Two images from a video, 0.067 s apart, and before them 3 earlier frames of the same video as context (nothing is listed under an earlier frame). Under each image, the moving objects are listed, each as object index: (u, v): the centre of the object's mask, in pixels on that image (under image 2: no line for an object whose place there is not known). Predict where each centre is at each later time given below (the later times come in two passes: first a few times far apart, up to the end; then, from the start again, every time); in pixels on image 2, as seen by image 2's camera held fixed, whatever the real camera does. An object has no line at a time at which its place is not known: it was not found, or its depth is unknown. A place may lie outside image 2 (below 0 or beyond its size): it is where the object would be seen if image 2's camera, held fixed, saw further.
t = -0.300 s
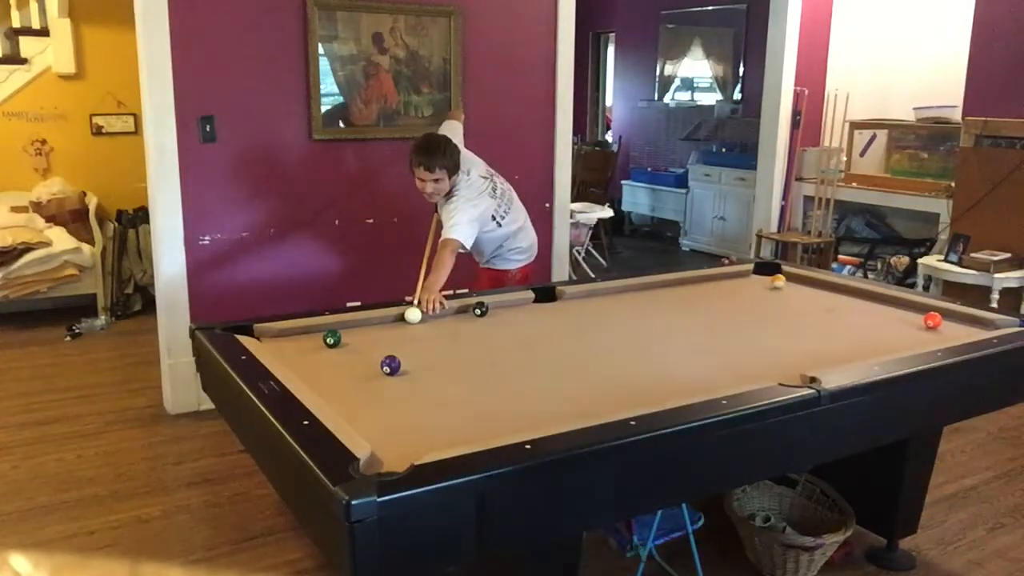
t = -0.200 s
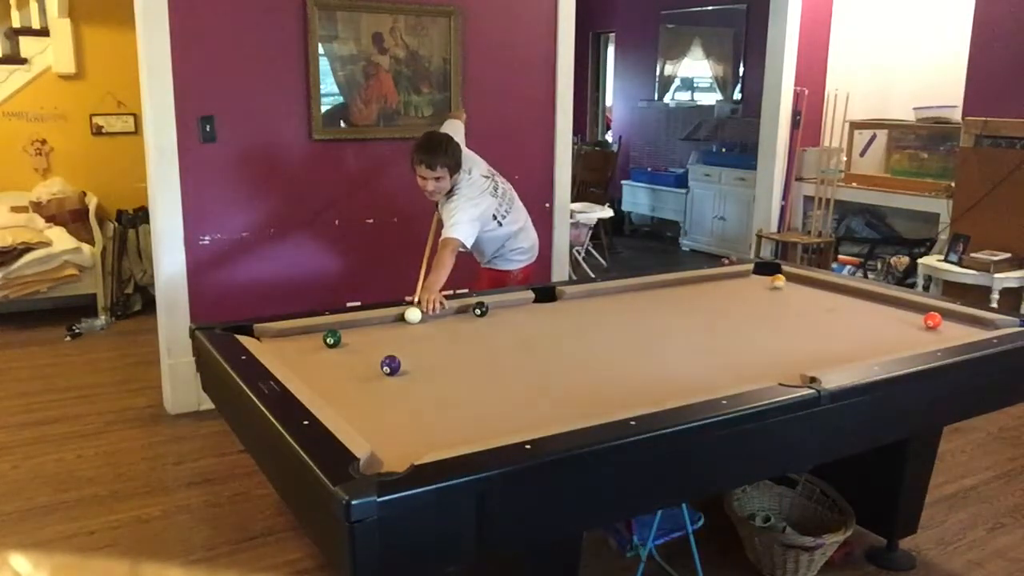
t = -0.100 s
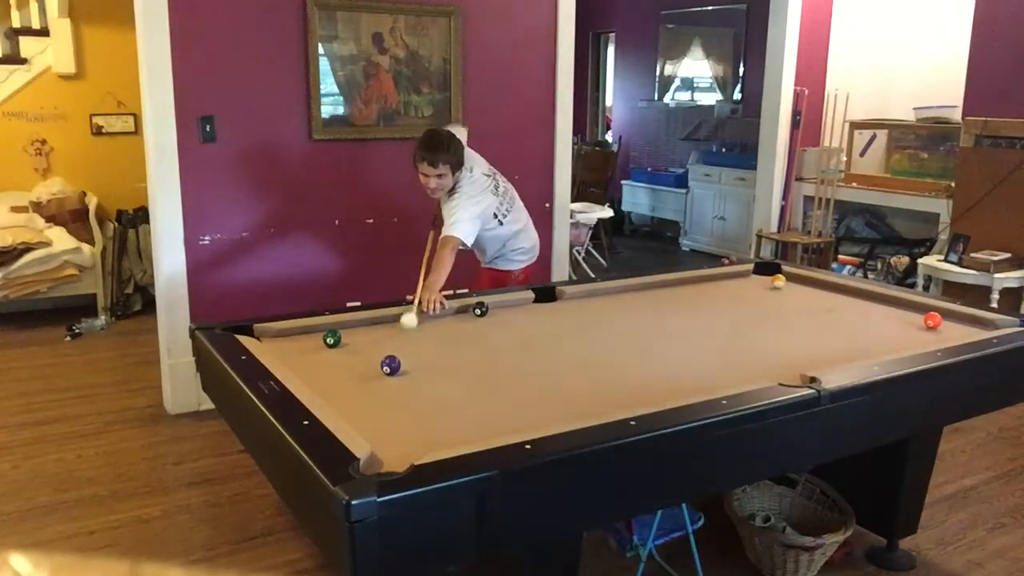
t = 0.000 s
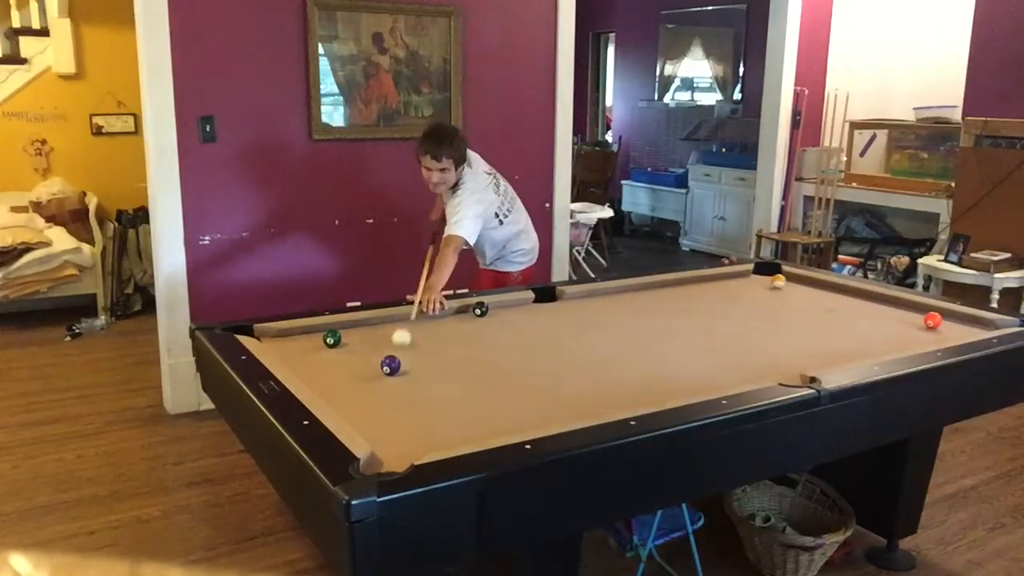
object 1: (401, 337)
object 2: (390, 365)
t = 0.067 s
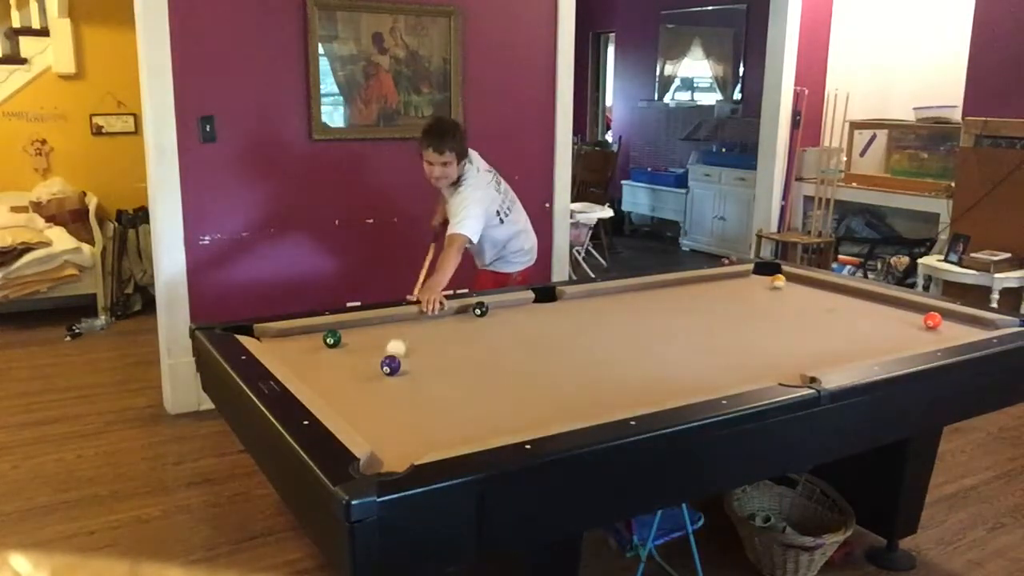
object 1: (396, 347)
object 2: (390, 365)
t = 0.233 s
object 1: (384, 362)
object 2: (387, 384)
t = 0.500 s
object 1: (364, 376)
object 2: (379, 428)
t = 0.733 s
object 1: (345, 389)
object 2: (412, 454)
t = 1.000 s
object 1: (339, 399)
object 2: (386, 451)
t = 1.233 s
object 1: (360, 401)
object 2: (401, 448)
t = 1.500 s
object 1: (379, 404)
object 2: (413, 445)
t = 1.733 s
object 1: (394, 406)
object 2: (418, 444)
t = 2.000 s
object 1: (407, 408)
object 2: (417, 443)
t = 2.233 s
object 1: (416, 409)
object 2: (417, 444)
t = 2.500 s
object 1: (422, 410)
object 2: (415, 444)
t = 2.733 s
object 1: (425, 410)
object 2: (414, 445)
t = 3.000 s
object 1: (425, 410)
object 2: (413, 445)
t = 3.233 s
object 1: (425, 410)
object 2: (413, 445)
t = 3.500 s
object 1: (425, 410)
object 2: (413, 445)
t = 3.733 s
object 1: (425, 410)
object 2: (413, 445)
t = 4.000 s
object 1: (425, 410)
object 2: (413, 445)
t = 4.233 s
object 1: (425, 410)
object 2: (413, 445)
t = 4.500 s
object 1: (425, 410)
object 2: (413, 445)
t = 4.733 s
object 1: (425, 409)
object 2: (413, 445)
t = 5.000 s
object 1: (425, 409)
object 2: (413, 445)
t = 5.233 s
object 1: (425, 410)
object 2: (413, 445)
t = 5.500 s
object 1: (425, 409)
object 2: (413, 445)
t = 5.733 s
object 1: (425, 409)
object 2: (413, 445)
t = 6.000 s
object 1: (425, 409)
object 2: (413, 445)
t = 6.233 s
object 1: (424, 410)
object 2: (413, 445)
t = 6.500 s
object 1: (424, 410)
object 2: (413, 445)
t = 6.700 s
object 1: (424, 409)
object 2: (413, 445)
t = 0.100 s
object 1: (394, 351)
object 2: (390, 365)
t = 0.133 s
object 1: (390, 355)
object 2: (390, 367)
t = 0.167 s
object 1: (388, 358)
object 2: (389, 373)
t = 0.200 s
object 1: (386, 360)
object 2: (388, 378)
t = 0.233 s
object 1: (384, 362)
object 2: (387, 384)
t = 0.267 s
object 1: (381, 364)
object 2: (387, 389)
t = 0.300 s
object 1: (379, 366)
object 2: (385, 394)
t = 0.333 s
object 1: (377, 367)
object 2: (384, 400)
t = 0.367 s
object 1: (374, 369)
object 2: (383, 405)
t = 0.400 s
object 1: (372, 371)
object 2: (382, 411)
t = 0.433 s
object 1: (369, 373)
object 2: (382, 417)
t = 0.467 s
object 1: (367, 375)
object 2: (381, 423)
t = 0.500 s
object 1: (364, 376)
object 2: (379, 428)
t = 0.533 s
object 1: (361, 378)
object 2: (378, 434)
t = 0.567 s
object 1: (359, 380)
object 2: (378, 441)
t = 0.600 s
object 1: (356, 382)
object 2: (383, 445)
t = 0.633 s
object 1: (353, 383)
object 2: (392, 448)
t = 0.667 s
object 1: (351, 385)
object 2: (400, 451)
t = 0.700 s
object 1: (348, 387)
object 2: (407, 454)
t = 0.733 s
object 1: (345, 389)
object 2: (412, 454)
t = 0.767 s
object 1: (342, 391)
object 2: (410, 455)
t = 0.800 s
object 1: (340, 393)
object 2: (406, 455)
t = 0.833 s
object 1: (337, 394)
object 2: (402, 456)
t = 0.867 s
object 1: (334, 396)
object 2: (397, 454)
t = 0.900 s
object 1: (332, 397)
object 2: (394, 453)
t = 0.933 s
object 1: (333, 398)
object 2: (389, 453)
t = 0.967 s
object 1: (336, 398)
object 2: (385, 452)
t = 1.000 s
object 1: (339, 399)
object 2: (386, 451)
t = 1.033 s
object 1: (342, 399)
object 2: (389, 451)
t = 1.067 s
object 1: (345, 400)
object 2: (391, 450)
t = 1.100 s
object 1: (348, 400)
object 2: (393, 450)
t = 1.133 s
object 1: (351, 400)
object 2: (395, 449)
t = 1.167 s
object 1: (354, 401)
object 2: (397, 449)
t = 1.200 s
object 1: (357, 401)
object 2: (399, 448)
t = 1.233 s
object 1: (360, 401)
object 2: (401, 448)
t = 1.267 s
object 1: (362, 402)
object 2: (402, 447)
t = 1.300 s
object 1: (365, 402)
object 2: (404, 446)
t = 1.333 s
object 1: (367, 402)
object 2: (406, 446)
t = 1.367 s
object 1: (370, 402)
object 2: (407, 446)
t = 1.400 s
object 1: (373, 403)
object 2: (409, 445)
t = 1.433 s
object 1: (375, 403)
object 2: (410, 445)
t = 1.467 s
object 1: (377, 403)
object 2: (411, 445)
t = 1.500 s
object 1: (379, 404)
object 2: (413, 445)
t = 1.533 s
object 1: (381, 404)
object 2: (414, 445)
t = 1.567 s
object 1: (384, 404)
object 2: (415, 445)
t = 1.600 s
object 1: (386, 405)
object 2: (416, 444)
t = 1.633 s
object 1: (388, 405)
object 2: (416, 444)
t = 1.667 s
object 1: (390, 405)
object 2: (417, 444)
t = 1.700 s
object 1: (392, 406)
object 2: (418, 444)
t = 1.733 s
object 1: (394, 406)
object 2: (418, 444)
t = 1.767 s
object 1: (395, 406)
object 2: (418, 443)
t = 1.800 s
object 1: (397, 406)
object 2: (418, 443)
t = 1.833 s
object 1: (398, 406)
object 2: (418, 443)
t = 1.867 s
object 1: (400, 407)
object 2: (418, 443)
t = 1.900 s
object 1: (402, 407)
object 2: (418, 443)
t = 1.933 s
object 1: (403, 408)
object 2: (418, 443)
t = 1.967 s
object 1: (405, 408)
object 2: (417, 443)
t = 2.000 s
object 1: (407, 408)
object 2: (417, 443)
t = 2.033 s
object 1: (408, 408)
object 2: (417, 443)
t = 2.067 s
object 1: (409, 408)
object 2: (417, 444)
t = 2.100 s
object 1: (411, 409)
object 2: (417, 444)
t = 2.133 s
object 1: (412, 409)
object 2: (417, 444)
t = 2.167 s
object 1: (414, 408)
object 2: (417, 444)
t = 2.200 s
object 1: (414, 409)
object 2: (417, 444)
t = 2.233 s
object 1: (416, 409)
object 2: (417, 444)
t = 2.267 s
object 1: (417, 409)
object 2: (416, 444)
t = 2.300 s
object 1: (418, 409)
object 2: (416, 444)
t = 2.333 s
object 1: (418, 410)
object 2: (416, 444)
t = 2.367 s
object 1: (419, 410)
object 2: (416, 444)
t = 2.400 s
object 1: (420, 410)
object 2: (416, 444)
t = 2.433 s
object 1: (421, 410)
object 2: (416, 444)
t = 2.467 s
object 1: (422, 410)
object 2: (415, 444)
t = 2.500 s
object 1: (422, 410)
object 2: (415, 444)
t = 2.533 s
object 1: (423, 410)
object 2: (415, 444)
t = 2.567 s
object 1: (424, 410)
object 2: (415, 444)
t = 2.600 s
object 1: (425, 410)
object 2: (415, 445)
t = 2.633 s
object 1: (425, 410)
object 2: (415, 445)
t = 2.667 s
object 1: (425, 410)
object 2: (415, 445)
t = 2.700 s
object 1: (425, 410)
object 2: (414, 445)
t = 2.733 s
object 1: (425, 410)
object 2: (414, 445)
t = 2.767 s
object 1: (426, 409)
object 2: (414, 445)
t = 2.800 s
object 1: (426, 410)
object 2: (414, 445)
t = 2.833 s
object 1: (426, 410)
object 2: (414, 445)
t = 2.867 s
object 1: (425, 410)
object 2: (413, 445)
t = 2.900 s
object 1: (426, 410)
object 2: (413, 445)
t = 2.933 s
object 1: (425, 410)
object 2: (413, 445)
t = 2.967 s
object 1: (425, 410)
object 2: (413, 445)
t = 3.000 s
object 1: (425, 410)
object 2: (413, 445)
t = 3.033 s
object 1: (425, 410)
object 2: (413, 445)
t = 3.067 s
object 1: (425, 410)
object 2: (413, 445)
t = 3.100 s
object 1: (425, 410)
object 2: (413, 445)
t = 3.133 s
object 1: (425, 410)
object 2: (413, 445)
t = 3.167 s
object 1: (425, 410)
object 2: (413, 445)
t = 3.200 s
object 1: (425, 410)
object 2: (413, 445)
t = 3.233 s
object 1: (425, 410)
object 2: (413, 445)
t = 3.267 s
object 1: (425, 410)
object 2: (413, 445)
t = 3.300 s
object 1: (425, 410)
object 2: (413, 445)
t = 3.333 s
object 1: (425, 409)
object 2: (413, 445)
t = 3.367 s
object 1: (425, 410)
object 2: (413, 445)
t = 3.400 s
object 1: (425, 410)
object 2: (413, 445)
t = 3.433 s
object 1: (425, 410)
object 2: (413, 445)
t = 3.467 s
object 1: (425, 410)
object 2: (413, 445)
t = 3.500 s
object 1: (425, 410)
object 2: (413, 445)
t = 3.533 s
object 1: (425, 410)
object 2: (413, 445)
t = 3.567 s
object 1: (425, 410)
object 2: (413, 445)
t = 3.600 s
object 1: (425, 410)
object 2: (413, 445)
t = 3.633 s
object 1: (425, 410)
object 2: (413, 445)
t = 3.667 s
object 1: (425, 410)
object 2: (413, 445)
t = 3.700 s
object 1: (425, 410)
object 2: (413, 445)
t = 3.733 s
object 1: (425, 410)
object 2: (413, 445)
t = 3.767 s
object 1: (425, 410)
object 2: (413, 445)
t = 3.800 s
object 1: (425, 410)
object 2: (413, 445)
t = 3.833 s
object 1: (425, 410)
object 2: (413, 445)
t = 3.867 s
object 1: (425, 410)
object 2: (413, 445)
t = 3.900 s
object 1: (425, 410)
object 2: (413, 445)
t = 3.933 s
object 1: (425, 409)
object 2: (413, 445)
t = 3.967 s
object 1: (425, 409)
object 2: (413, 445)
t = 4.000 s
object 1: (425, 410)
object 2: (413, 445)
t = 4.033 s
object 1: (425, 410)
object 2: (413, 445)
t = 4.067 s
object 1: (425, 410)
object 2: (413, 445)
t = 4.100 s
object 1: (425, 410)
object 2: (413, 445)
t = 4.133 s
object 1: (425, 410)
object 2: (413, 445)
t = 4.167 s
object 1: (425, 410)
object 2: (413, 445)
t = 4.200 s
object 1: (425, 410)
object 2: (413, 445)
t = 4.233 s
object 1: (425, 410)
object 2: (413, 445)
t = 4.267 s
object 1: (425, 410)
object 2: (413, 445)
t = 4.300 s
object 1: (425, 410)
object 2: (413, 445)
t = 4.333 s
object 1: (425, 410)
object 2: (413, 445)
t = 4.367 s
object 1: (425, 410)
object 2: (413, 445)
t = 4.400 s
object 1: (425, 410)
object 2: (413, 445)
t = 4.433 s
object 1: (425, 410)
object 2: (413, 445)
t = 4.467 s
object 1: (425, 410)
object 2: (413, 445)
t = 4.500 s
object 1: (425, 410)
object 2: (413, 445)
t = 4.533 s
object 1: (425, 409)
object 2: (413, 445)
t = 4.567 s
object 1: (425, 409)
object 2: (413, 445)
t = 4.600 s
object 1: (425, 410)
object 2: (413, 445)
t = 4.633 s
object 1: (425, 410)
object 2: (413, 445)
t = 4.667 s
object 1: (425, 409)
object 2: (413, 445)
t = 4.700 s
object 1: (425, 409)
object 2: (413, 445)
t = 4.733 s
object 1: (425, 409)
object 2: (413, 445)
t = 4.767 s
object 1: (425, 409)
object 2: (413, 445)
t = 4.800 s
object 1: (425, 410)
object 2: (413, 445)
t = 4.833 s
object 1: (425, 410)
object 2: (413, 445)
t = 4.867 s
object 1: (425, 410)
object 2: (413, 445)
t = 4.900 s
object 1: (425, 410)
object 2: (413, 445)
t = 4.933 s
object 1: (425, 410)
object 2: (413, 445)
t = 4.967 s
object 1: (425, 409)
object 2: (413, 445)
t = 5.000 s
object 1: (425, 409)
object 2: (413, 445)
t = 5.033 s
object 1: (425, 409)
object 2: (413, 445)
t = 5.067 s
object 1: (425, 409)
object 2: (413, 445)
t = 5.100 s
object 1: (425, 409)
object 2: (413, 445)
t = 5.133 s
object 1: (425, 409)
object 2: (413, 445)
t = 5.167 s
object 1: (425, 409)
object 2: (413, 445)
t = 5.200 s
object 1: (425, 409)
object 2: (413, 445)
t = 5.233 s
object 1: (425, 410)
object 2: (413, 445)
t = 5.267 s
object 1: (425, 409)
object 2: (413, 445)
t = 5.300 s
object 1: (425, 409)
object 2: (413, 445)
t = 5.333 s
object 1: (425, 409)
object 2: (413, 445)
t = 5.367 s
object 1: (425, 409)
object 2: (413, 445)
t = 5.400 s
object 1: (425, 409)
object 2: (413, 445)
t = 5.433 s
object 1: (425, 410)
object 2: (413, 445)
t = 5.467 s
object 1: (425, 409)
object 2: (413, 445)
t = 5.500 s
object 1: (425, 409)
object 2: (413, 445)
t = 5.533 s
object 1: (425, 409)
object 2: (413, 445)
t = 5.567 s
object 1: (425, 409)
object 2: (413, 445)
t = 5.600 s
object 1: (425, 409)
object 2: (413, 445)
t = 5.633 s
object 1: (425, 409)
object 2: (413, 445)
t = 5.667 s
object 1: (425, 409)
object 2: (413, 445)
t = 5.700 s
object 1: (425, 409)
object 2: (413, 445)
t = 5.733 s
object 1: (425, 409)
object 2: (413, 445)
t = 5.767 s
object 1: (425, 409)
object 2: (413, 445)
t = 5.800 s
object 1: (425, 409)
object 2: (413, 445)
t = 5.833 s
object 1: (425, 409)
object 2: (413, 445)
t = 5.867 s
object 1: (425, 409)
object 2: (413, 445)
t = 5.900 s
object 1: (425, 409)
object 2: (413, 445)
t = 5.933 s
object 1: (425, 409)
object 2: (413, 445)
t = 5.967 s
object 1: (425, 409)
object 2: (413, 445)
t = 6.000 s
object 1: (425, 409)
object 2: (413, 445)
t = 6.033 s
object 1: (424, 410)
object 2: (413, 445)
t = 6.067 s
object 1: (424, 410)
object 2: (413, 445)
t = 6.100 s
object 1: (424, 410)
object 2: (413, 445)
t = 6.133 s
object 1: (424, 410)
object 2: (413, 445)
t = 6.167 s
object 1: (424, 410)
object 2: (413, 445)
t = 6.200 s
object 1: (424, 410)
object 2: (413, 445)
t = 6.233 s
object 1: (424, 410)
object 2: (413, 445)
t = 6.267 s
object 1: (424, 410)
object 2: (413, 445)
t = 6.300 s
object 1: (424, 410)
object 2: (413, 445)
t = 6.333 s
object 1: (424, 410)
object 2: (413, 445)
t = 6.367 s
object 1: (424, 410)
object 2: (413, 445)
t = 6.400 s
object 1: (424, 410)
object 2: (413, 445)
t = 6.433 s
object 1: (424, 410)
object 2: (413, 445)
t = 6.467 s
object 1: (424, 410)
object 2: (413, 445)
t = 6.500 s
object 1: (424, 410)
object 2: (413, 445)
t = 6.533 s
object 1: (424, 410)
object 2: (413, 445)
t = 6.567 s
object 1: (424, 409)
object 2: (413, 445)
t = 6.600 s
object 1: (424, 409)
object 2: (413, 445)
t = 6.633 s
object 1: (424, 409)
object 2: (413, 445)
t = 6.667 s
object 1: (424, 409)
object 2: (413, 445)
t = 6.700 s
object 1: (424, 409)
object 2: (413, 445)
